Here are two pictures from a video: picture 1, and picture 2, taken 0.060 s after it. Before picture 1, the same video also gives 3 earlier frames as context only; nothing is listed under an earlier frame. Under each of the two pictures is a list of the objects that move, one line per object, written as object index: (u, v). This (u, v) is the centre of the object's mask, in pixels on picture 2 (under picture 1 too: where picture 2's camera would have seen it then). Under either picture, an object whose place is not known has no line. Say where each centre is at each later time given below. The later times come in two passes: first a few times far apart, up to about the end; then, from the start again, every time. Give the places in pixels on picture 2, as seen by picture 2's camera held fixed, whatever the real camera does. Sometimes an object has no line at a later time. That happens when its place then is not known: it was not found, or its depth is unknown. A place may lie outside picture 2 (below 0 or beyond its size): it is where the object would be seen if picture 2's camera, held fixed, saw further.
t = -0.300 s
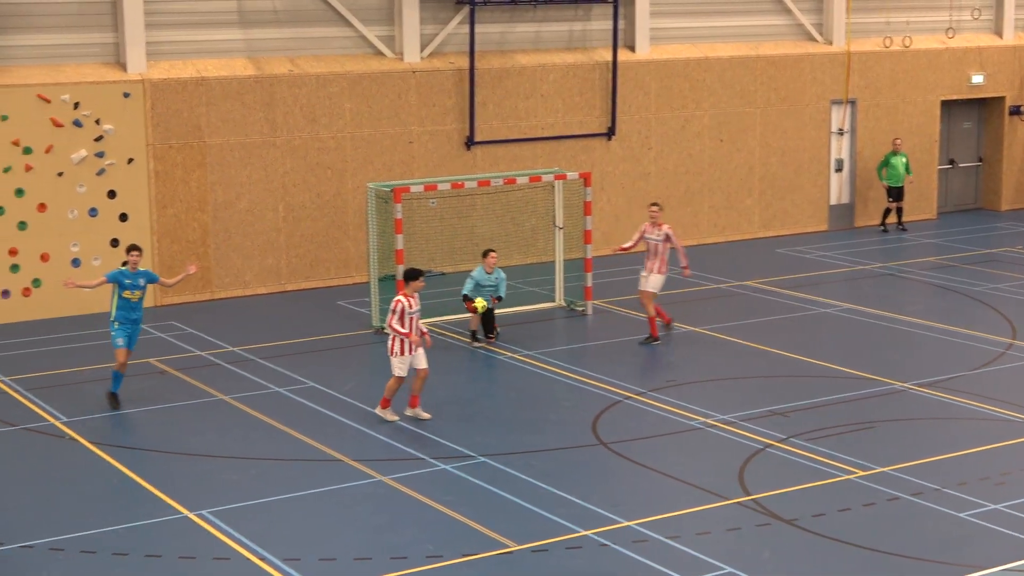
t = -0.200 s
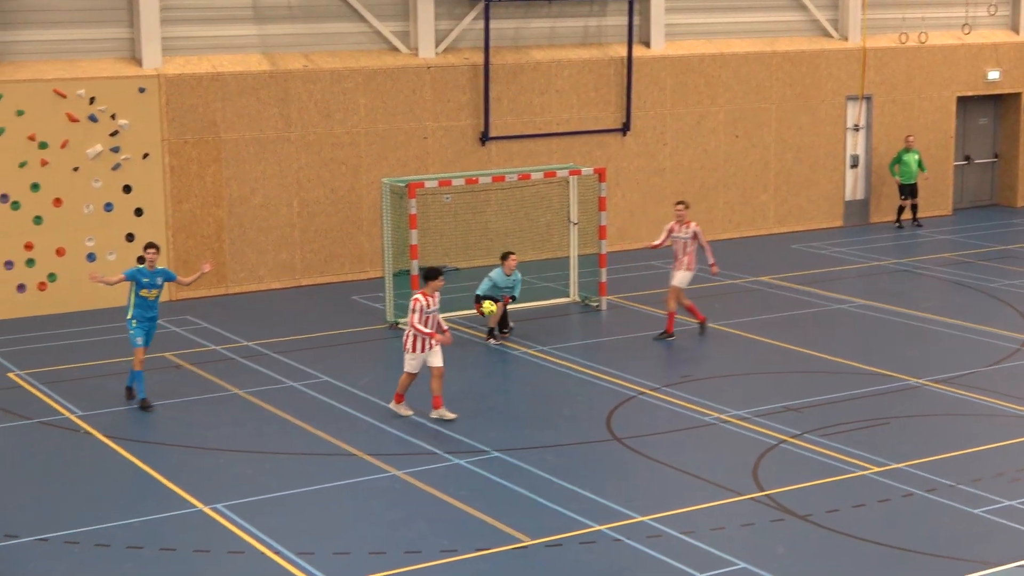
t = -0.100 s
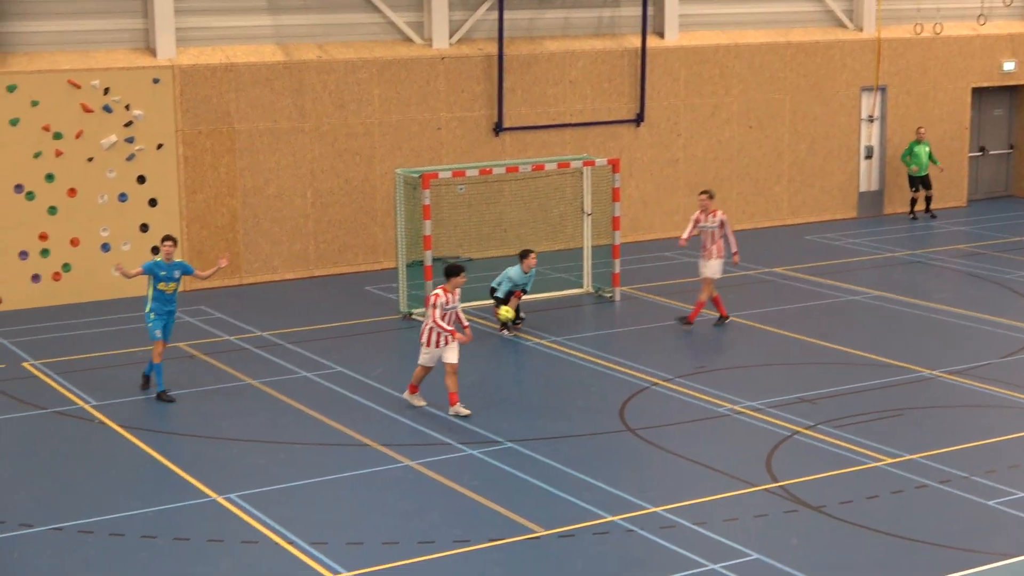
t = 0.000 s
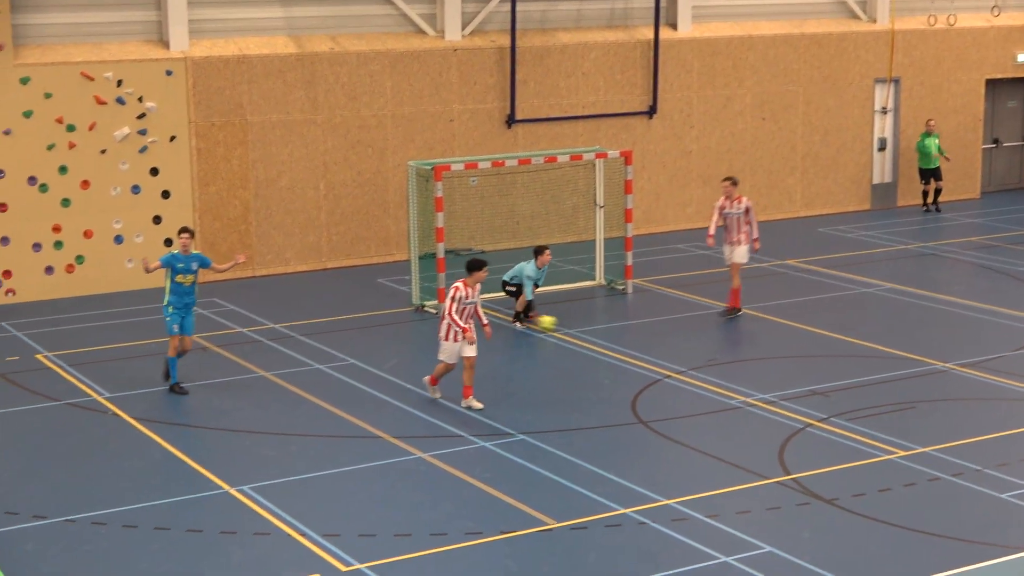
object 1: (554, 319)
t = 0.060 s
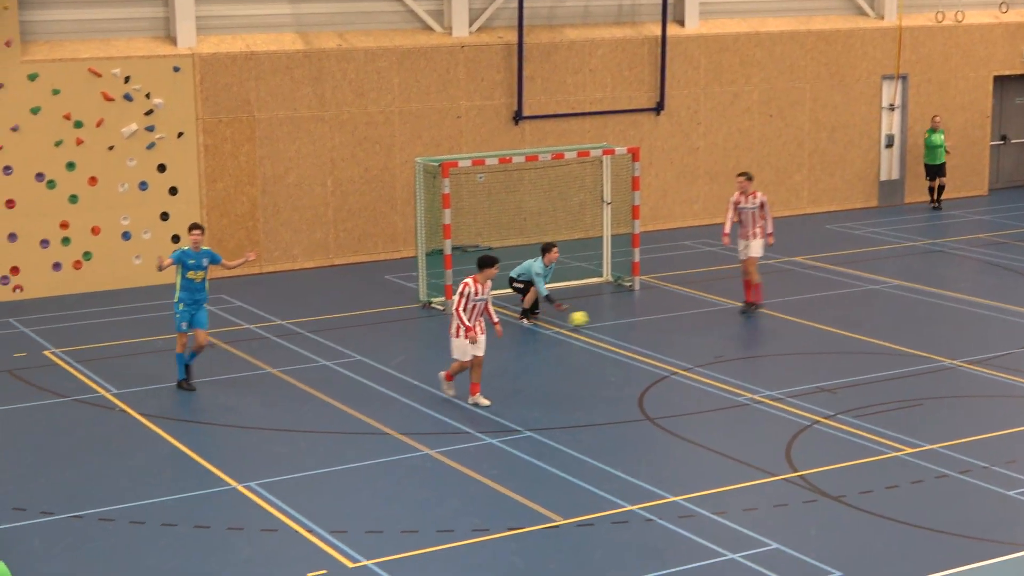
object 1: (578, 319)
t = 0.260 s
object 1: (655, 319)
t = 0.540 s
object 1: (753, 320)
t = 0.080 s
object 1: (586, 319)
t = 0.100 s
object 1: (594, 318)
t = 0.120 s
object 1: (602, 318)
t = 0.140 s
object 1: (610, 318)
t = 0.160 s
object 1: (618, 319)
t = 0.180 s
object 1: (626, 320)
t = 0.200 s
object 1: (634, 320)
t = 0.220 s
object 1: (641, 320)
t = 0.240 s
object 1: (648, 320)
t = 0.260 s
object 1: (655, 319)
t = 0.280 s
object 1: (662, 319)
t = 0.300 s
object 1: (669, 320)
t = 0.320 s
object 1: (676, 321)
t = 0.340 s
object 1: (683, 320)
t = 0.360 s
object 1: (690, 320)
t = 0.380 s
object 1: (697, 320)
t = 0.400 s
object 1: (704, 319)
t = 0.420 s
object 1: (711, 320)
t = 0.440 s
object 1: (718, 320)
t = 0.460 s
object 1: (725, 321)
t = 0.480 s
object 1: (732, 320)
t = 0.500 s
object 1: (739, 320)
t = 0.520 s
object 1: (745, 320)
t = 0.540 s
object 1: (753, 320)
